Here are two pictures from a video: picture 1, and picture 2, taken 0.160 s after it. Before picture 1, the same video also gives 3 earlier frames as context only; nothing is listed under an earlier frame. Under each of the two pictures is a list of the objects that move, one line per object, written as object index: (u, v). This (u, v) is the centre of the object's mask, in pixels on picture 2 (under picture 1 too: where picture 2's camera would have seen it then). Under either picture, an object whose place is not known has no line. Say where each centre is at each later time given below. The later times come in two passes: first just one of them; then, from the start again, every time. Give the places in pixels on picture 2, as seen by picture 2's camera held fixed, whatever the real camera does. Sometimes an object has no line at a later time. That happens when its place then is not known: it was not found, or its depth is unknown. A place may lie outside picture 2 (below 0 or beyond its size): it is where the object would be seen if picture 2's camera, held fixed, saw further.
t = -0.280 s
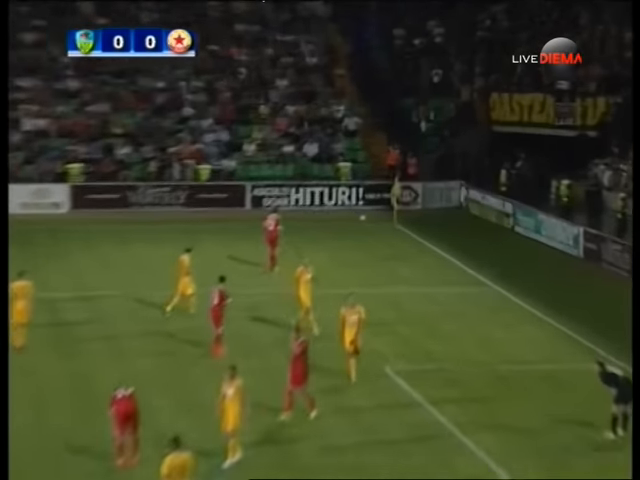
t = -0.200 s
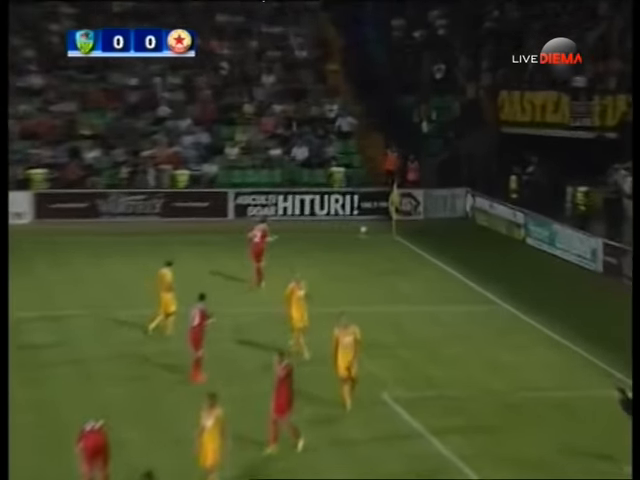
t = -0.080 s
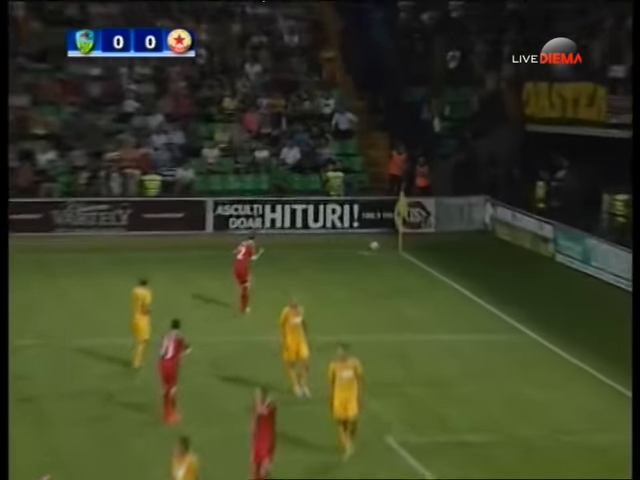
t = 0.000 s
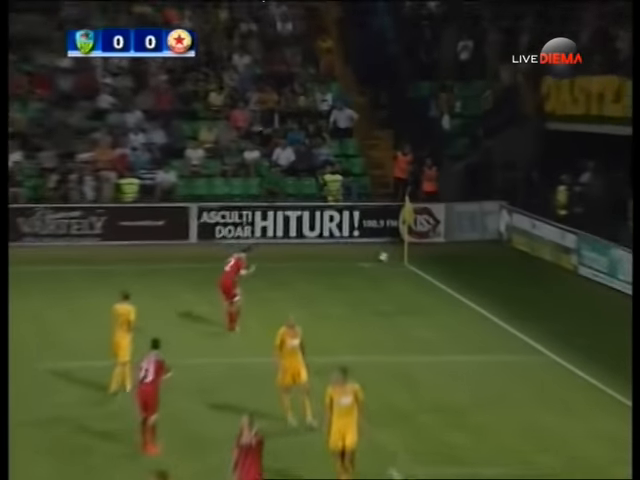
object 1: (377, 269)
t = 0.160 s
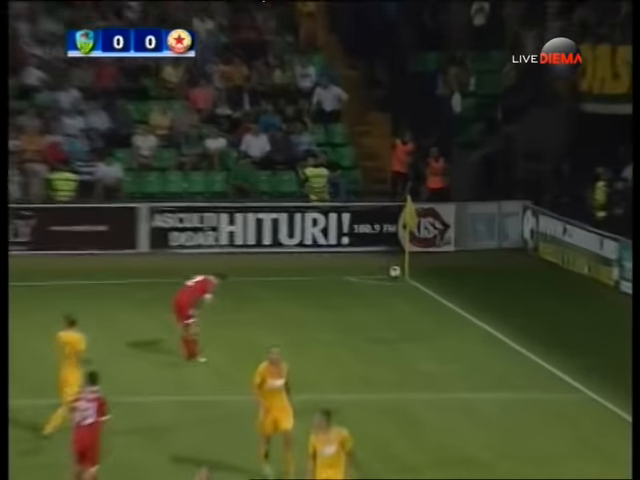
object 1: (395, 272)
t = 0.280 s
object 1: (407, 273)
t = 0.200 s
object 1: (398, 272)
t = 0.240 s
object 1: (403, 272)
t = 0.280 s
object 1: (407, 273)
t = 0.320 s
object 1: (411, 273)
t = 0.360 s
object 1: (414, 273)
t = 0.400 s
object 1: (418, 273)
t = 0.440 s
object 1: (421, 274)
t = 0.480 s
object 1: (425, 274)
